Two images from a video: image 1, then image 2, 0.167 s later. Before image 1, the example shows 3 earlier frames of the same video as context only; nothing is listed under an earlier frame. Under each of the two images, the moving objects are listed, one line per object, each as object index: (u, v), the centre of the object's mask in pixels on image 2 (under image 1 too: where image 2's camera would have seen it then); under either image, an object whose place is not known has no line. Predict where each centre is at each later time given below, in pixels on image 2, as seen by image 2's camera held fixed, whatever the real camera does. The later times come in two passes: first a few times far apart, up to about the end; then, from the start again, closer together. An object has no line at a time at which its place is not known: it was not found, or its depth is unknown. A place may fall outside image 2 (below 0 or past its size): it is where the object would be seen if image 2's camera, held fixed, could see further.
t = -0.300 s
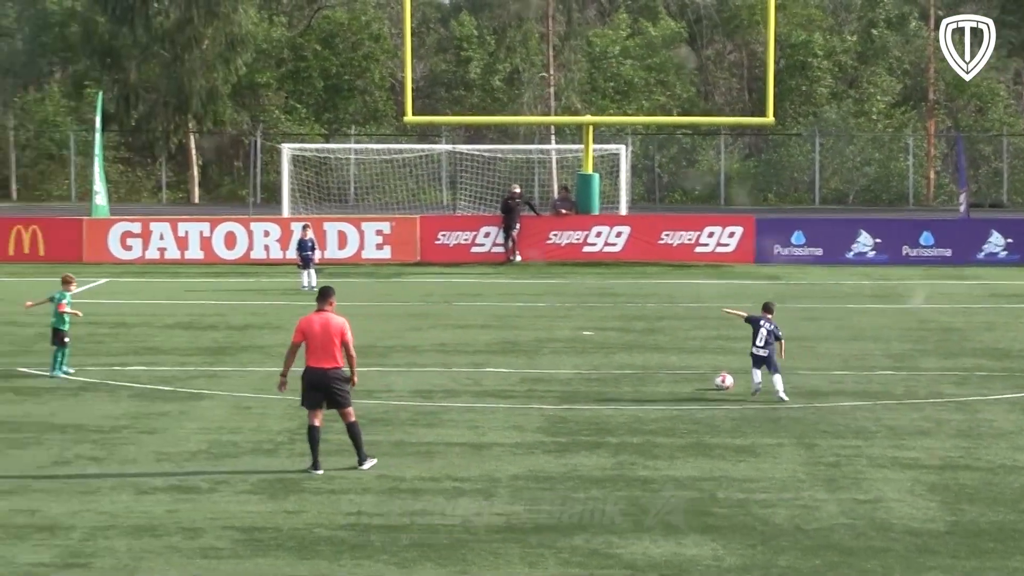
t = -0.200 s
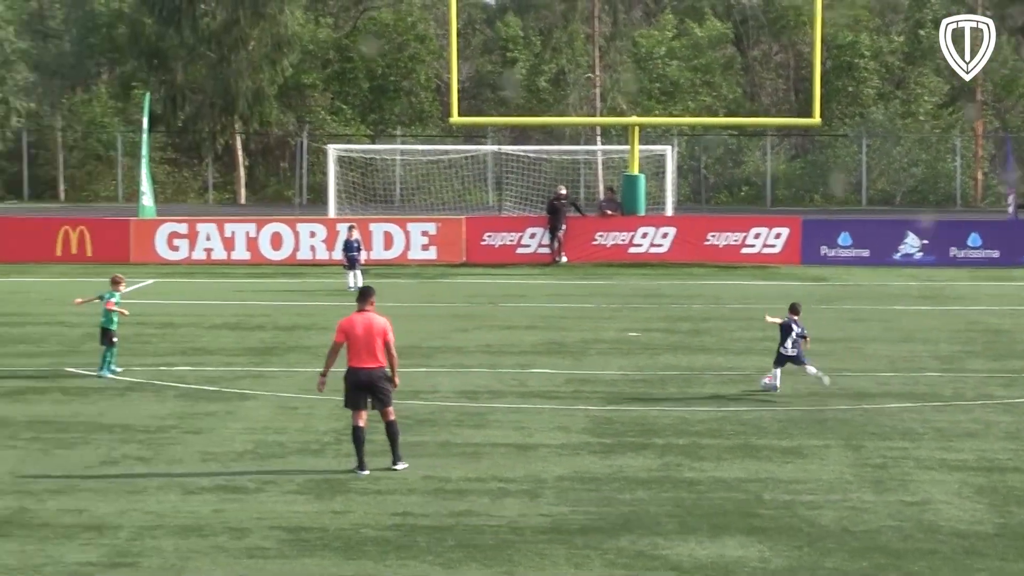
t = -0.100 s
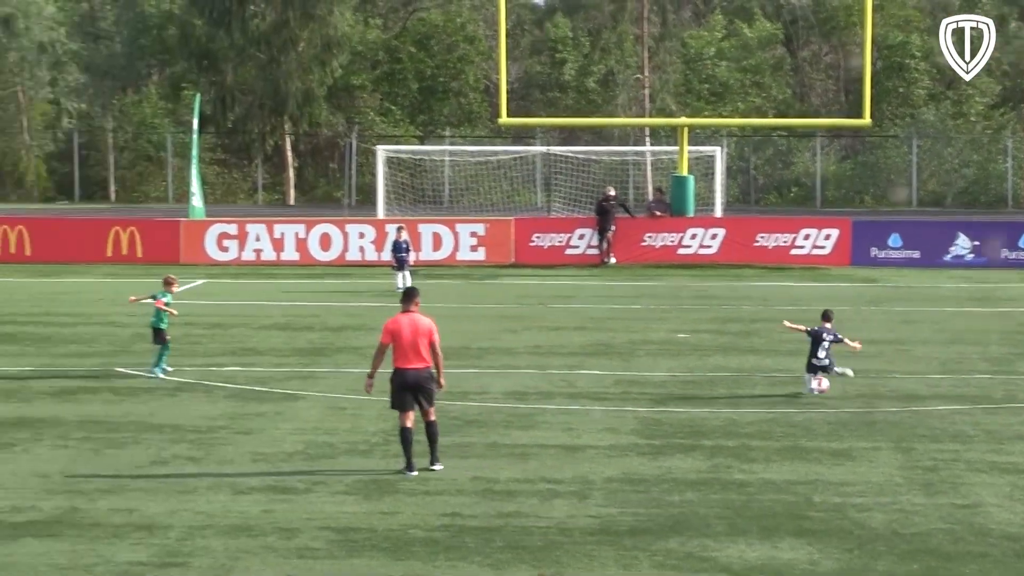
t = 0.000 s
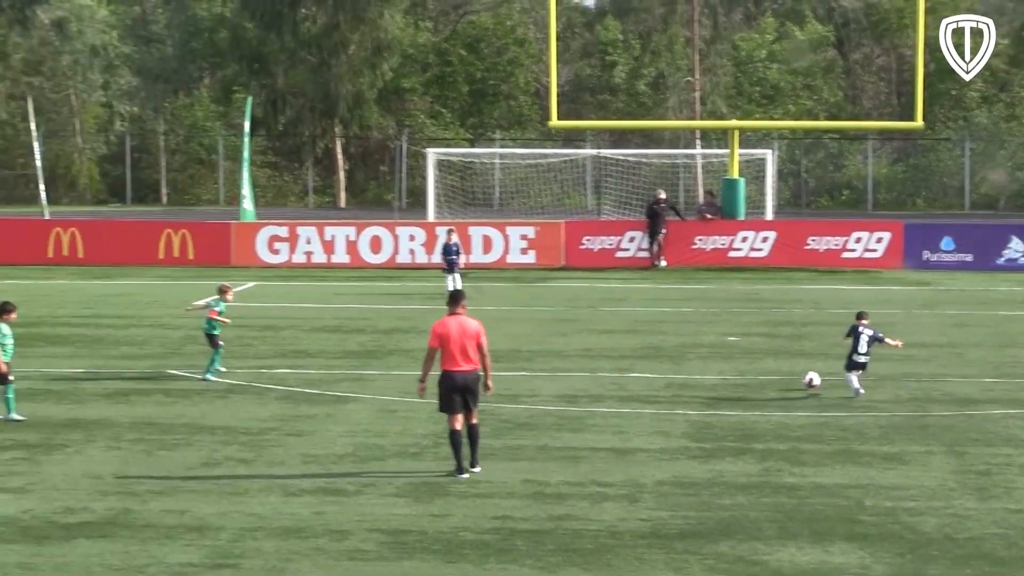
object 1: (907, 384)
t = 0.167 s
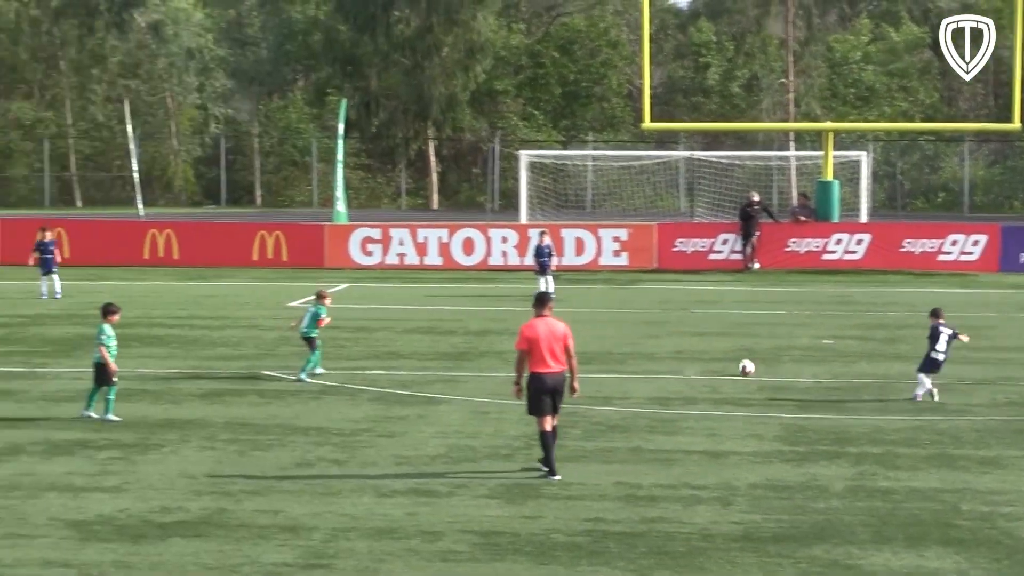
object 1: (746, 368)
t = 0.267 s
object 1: (663, 354)
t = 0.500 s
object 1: (490, 344)
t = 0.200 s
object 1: (718, 362)
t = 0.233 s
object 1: (690, 358)
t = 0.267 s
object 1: (663, 354)
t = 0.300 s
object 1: (636, 352)
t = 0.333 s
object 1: (611, 350)
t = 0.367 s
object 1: (585, 350)
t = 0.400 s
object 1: (565, 348)
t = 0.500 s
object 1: (490, 344)
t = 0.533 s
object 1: (468, 341)
